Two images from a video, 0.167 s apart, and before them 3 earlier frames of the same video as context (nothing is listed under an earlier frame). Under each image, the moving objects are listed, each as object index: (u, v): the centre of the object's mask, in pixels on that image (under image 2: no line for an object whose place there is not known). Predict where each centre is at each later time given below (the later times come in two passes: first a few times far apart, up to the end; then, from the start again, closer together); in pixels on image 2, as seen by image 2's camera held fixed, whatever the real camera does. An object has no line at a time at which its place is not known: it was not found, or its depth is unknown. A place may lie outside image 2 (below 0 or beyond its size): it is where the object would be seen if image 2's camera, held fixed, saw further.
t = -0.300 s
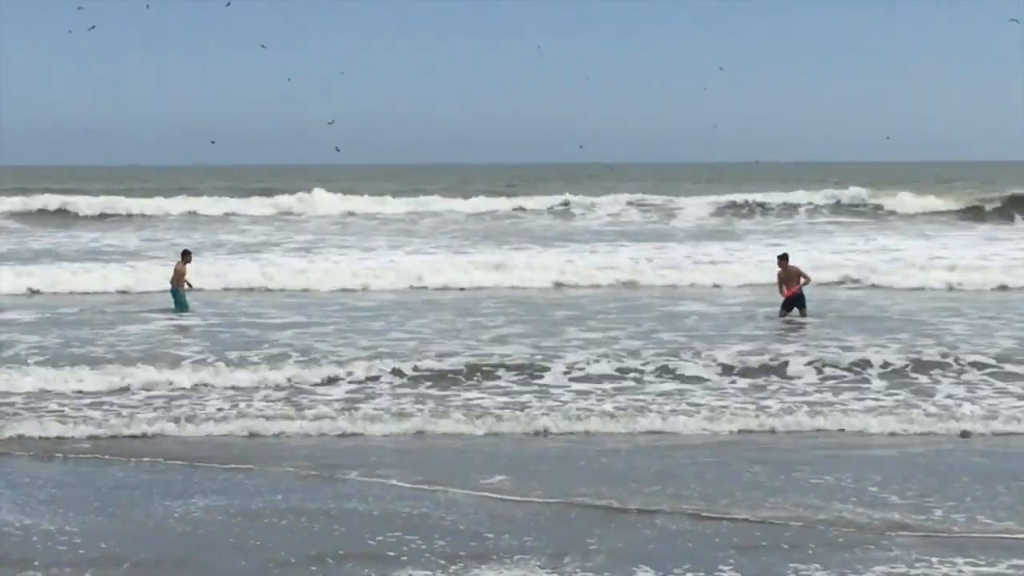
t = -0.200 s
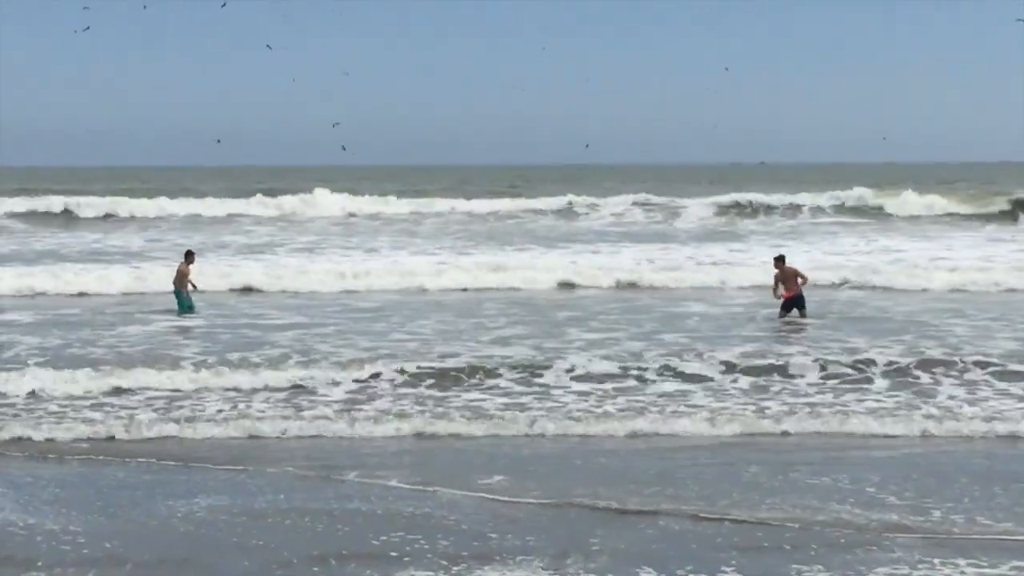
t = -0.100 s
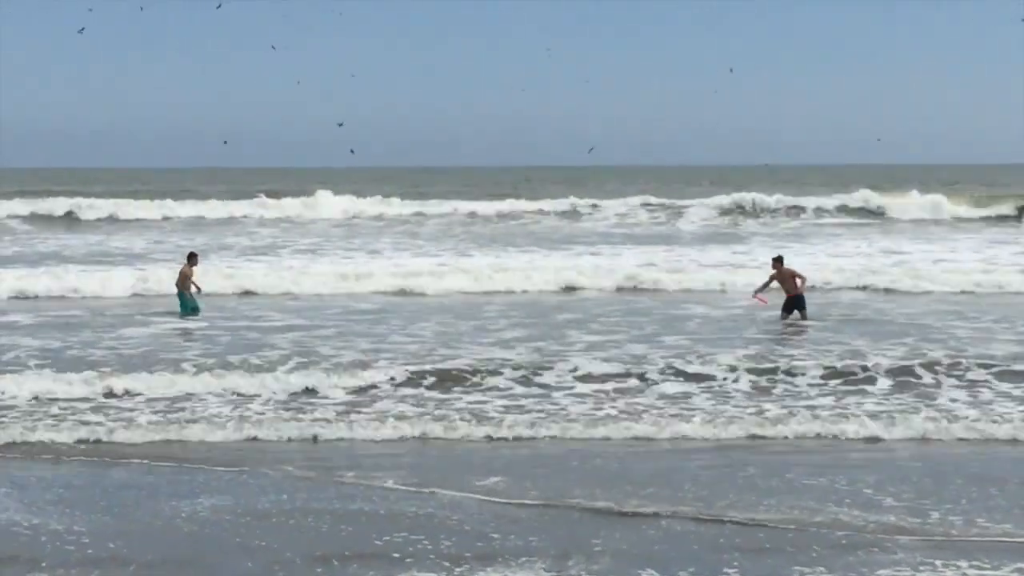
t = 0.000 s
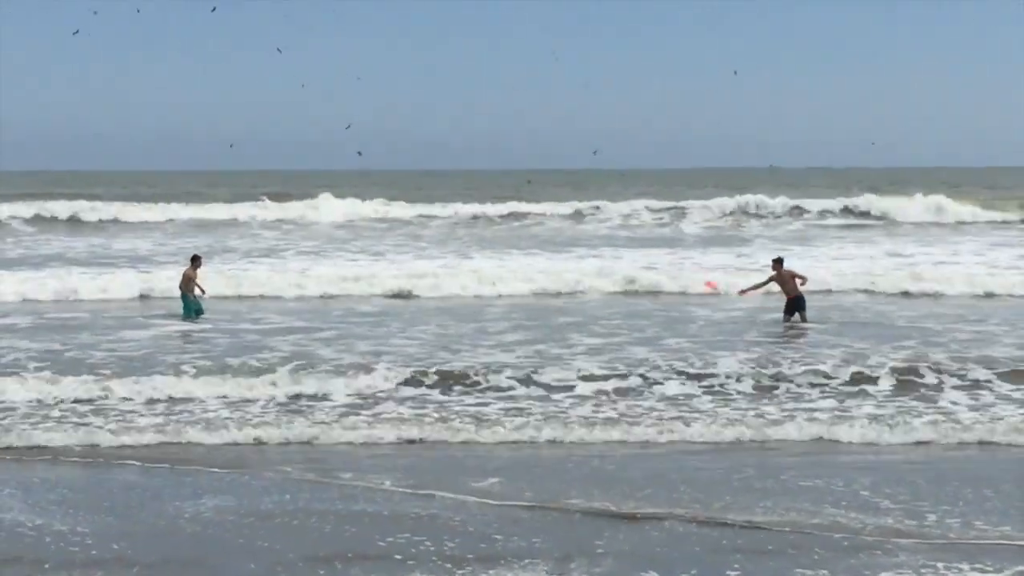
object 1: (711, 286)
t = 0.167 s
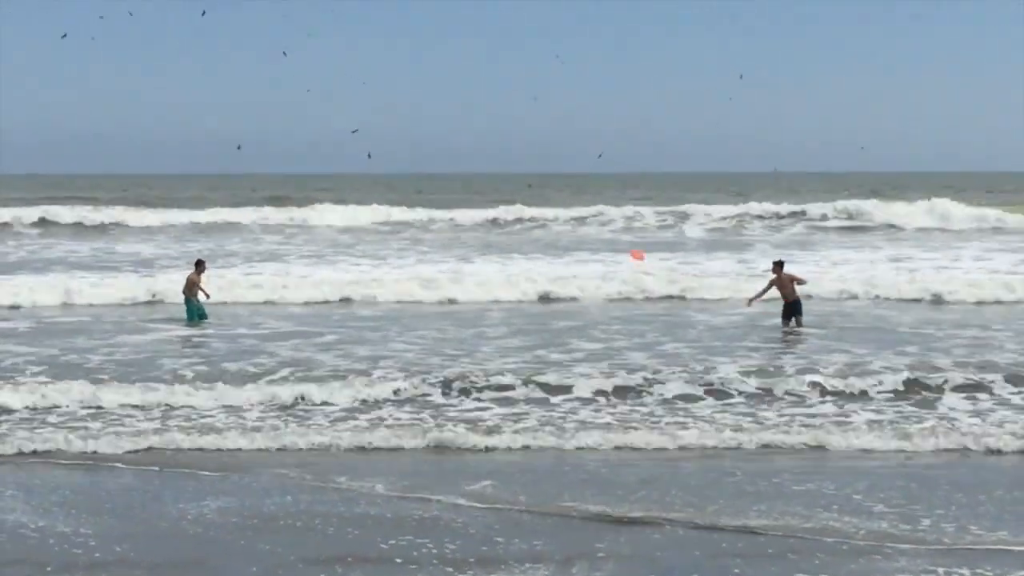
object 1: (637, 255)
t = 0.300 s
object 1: (583, 233)
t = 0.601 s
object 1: (472, 203)
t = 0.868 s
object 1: (385, 195)
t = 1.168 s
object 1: (298, 201)
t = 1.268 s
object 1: (272, 205)
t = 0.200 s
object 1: (623, 249)
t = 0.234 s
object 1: (609, 244)
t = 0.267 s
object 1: (596, 238)
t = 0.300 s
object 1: (583, 233)
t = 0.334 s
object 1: (571, 229)
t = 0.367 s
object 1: (559, 224)
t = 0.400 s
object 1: (546, 219)
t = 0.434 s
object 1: (533, 218)
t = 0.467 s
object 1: (521, 213)
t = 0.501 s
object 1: (509, 210)
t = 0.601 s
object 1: (472, 203)
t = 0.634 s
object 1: (461, 201)
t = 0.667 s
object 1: (455, 200)
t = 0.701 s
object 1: (438, 199)
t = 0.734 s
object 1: (427, 197)
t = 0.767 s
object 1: (417, 196)
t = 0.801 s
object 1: (407, 195)
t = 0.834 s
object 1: (396, 195)
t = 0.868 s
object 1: (385, 195)
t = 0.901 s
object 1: (376, 195)
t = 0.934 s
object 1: (365, 195)
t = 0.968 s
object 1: (356, 196)
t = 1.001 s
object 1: (346, 196)
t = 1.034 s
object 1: (336, 196)
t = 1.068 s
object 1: (329, 197)
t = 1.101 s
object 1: (318, 198)
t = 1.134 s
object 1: (308, 199)
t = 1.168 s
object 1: (298, 201)
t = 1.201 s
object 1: (290, 202)
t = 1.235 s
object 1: (280, 203)
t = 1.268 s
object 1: (272, 205)
